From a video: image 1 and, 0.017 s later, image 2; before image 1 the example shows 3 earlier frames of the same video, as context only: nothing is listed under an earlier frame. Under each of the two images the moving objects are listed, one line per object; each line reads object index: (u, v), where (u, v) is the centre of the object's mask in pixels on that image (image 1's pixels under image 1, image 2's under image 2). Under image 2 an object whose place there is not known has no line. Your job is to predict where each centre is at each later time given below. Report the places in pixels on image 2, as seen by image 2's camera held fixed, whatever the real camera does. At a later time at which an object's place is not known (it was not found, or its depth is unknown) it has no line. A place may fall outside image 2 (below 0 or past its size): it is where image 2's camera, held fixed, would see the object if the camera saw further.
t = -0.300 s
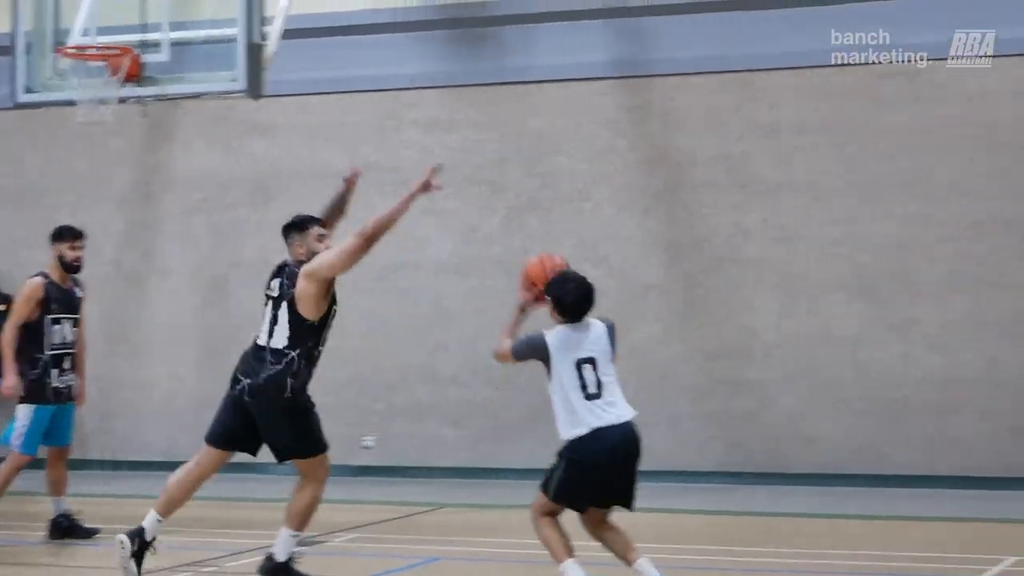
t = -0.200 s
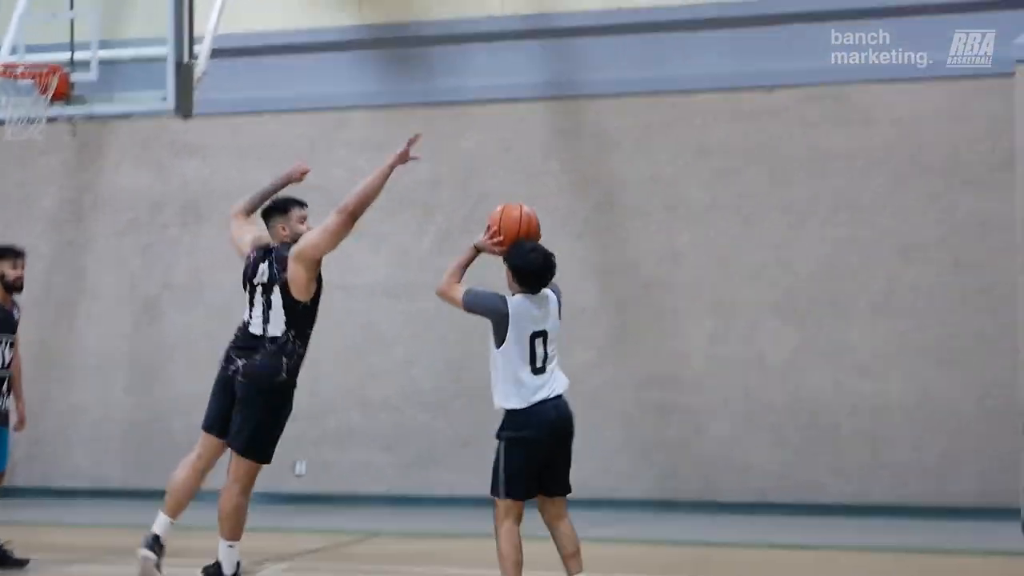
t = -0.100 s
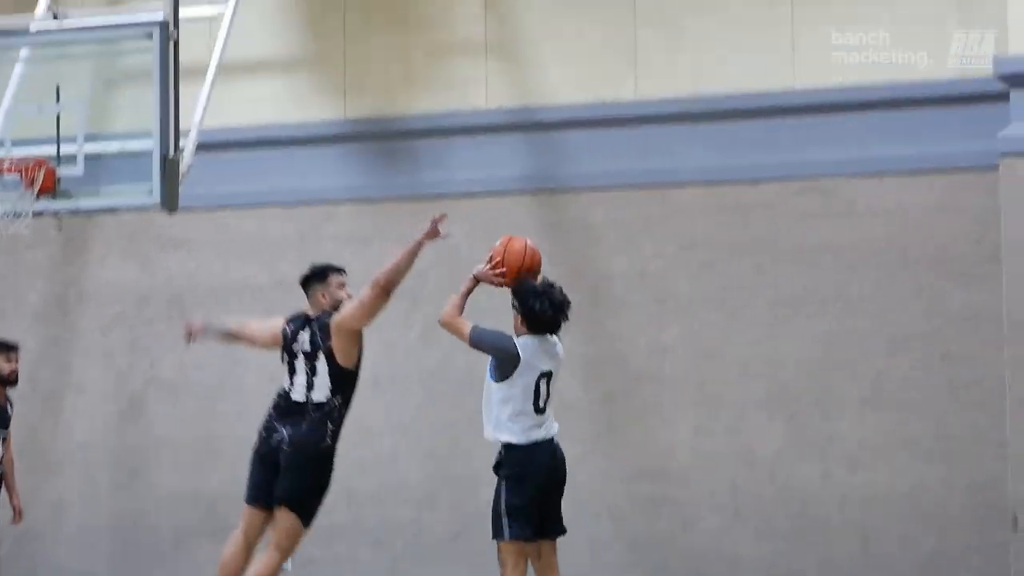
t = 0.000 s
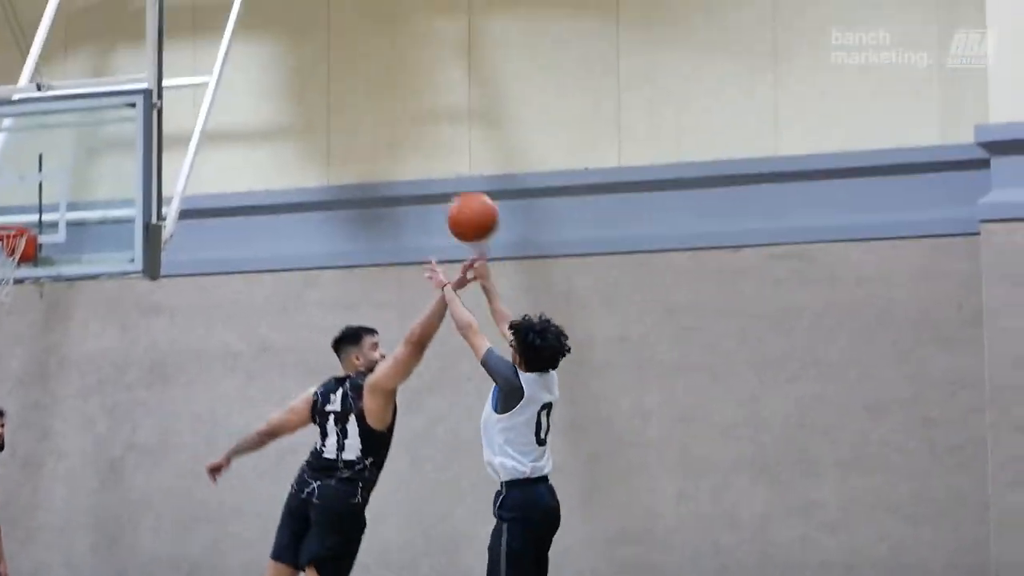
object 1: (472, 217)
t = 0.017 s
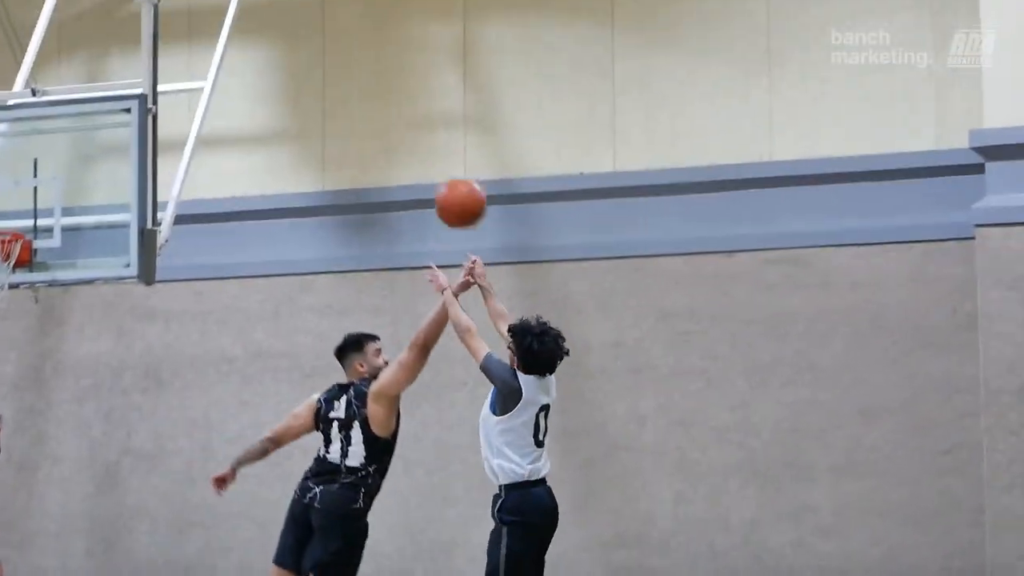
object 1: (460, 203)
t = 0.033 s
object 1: (454, 185)
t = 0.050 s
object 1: (447, 166)
